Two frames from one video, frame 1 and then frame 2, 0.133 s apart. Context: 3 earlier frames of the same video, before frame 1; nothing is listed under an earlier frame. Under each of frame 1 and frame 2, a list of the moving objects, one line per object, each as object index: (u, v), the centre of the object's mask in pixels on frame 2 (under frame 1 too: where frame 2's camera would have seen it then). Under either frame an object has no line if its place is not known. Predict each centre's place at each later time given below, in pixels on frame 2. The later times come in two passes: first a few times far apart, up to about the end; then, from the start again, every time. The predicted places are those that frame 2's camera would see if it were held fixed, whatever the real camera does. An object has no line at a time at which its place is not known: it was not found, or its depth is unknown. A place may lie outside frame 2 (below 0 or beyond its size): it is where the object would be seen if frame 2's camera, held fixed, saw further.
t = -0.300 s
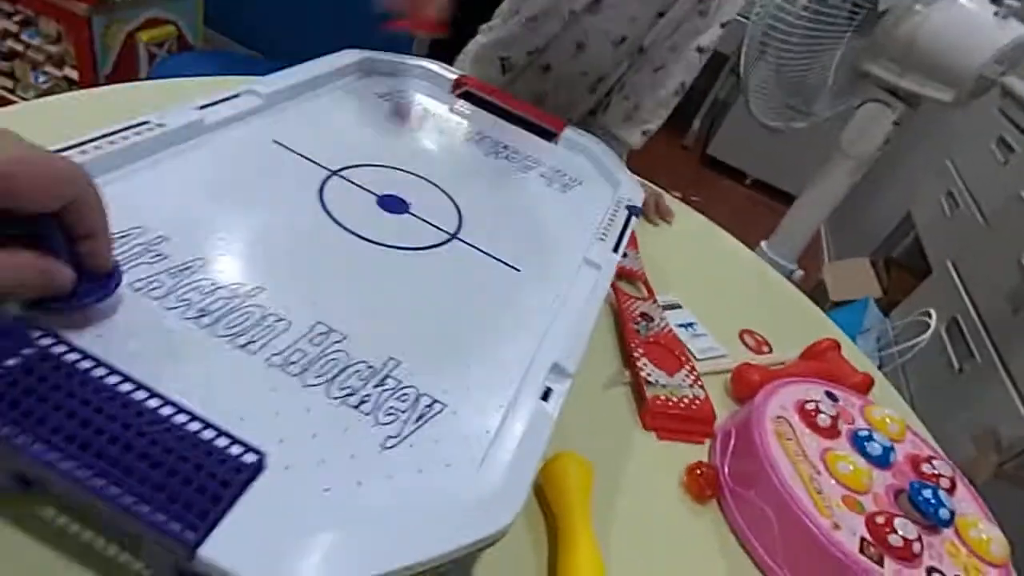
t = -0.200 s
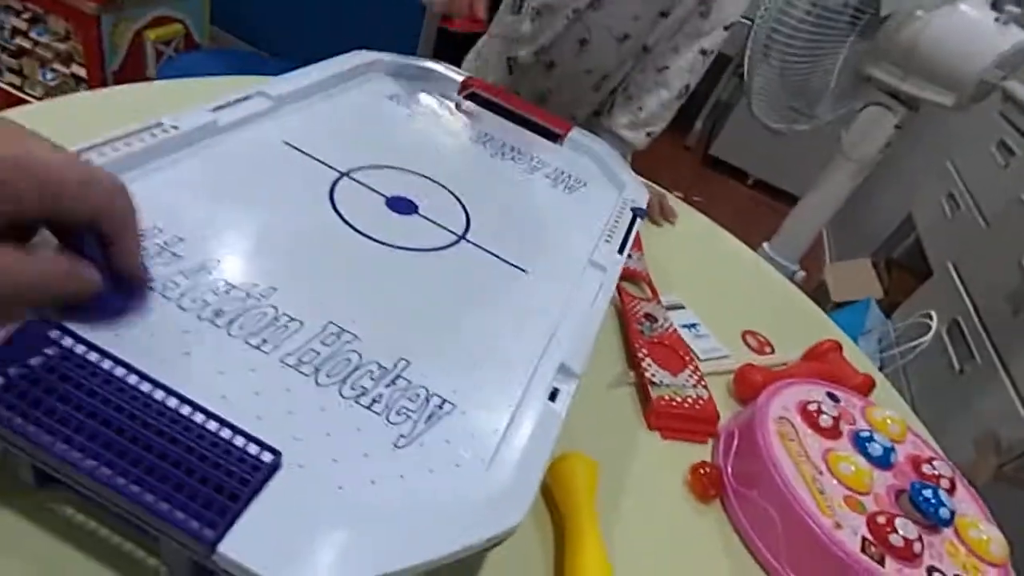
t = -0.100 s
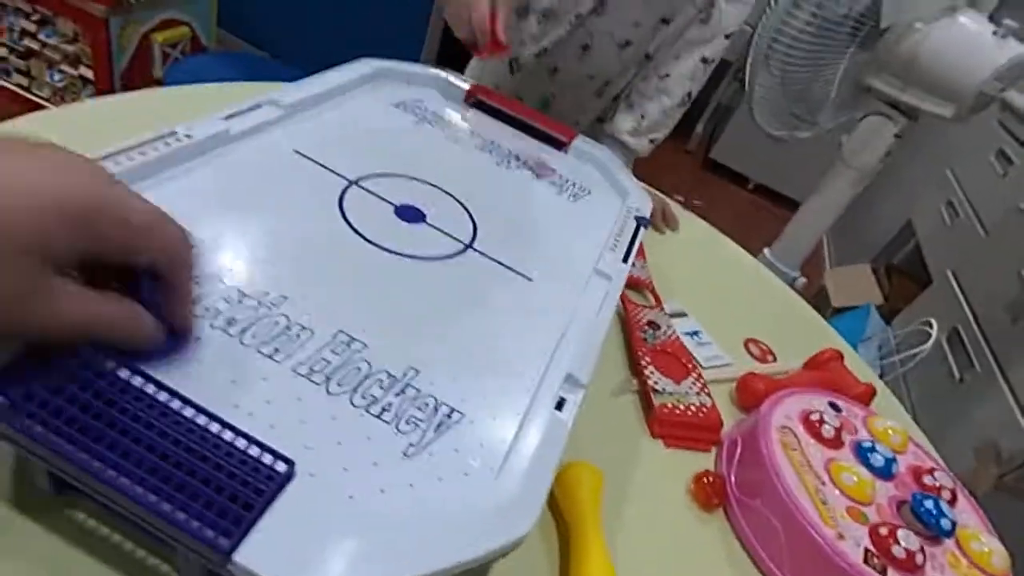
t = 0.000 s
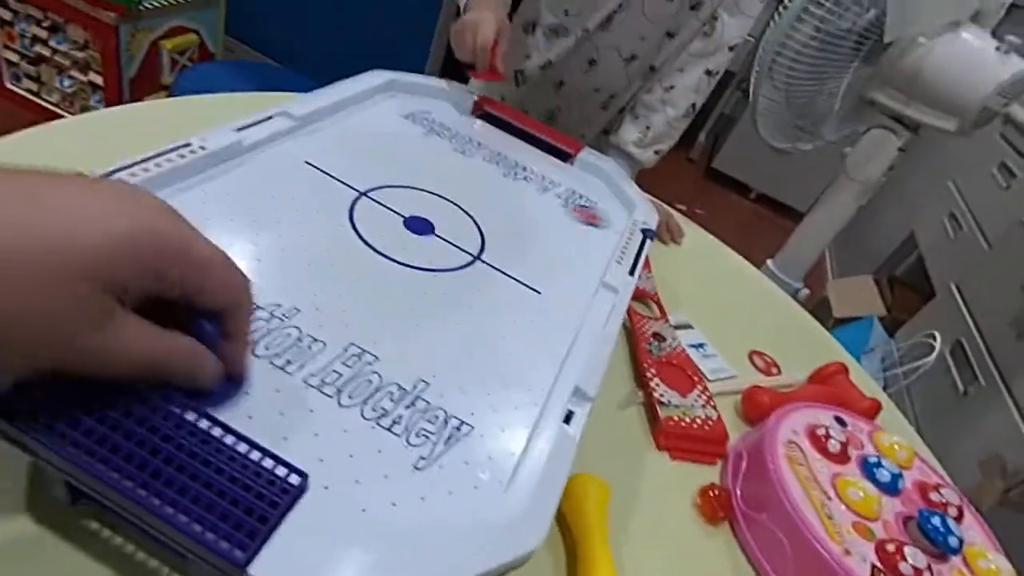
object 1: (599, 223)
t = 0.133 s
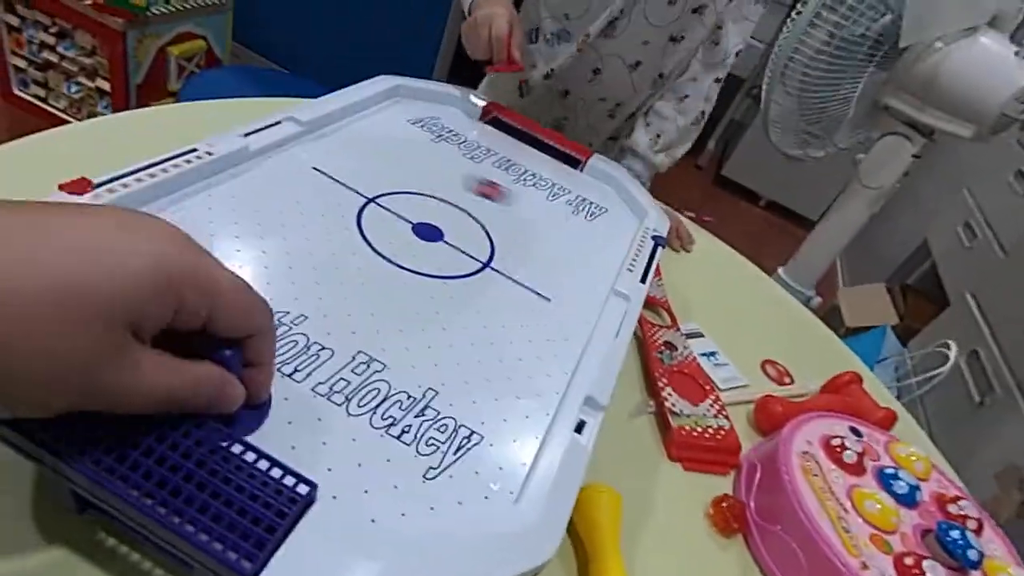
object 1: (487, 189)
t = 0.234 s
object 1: (403, 164)
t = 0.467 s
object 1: (404, 198)
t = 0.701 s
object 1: (506, 283)
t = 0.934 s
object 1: (525, 315)
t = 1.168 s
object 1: (434, 285)
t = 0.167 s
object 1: (459, 180)
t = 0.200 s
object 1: (431, 172)
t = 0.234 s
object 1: (403, 164)
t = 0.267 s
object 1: (374, 155)
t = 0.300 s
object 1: (348, 146)
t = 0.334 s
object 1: (341, 147)
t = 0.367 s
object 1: (358, 161)
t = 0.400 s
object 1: (373, 173)
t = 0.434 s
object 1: (388, 186)
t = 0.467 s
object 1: (404, 198)
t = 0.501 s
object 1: (421, 211)
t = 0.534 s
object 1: (438, 225)
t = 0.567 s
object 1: (452, 238)
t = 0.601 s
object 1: (465, 249)
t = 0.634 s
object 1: (478, 260)
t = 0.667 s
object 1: (492, 272)
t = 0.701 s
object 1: (506, 283)
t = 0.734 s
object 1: (520, 294)
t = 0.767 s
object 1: (534, 306)
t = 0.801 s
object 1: (548, 316)
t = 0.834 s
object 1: (561, 327)
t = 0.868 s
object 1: (552, 325)
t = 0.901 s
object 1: (538, 320)
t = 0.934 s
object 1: (525, 315)
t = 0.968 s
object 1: (510, 310)
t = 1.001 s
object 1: (497, 306)
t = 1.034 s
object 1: (483, 302)
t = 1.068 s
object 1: (471, 298)
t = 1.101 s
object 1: (458, 294)
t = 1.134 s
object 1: (446, 290)
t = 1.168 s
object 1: (434, 285)
